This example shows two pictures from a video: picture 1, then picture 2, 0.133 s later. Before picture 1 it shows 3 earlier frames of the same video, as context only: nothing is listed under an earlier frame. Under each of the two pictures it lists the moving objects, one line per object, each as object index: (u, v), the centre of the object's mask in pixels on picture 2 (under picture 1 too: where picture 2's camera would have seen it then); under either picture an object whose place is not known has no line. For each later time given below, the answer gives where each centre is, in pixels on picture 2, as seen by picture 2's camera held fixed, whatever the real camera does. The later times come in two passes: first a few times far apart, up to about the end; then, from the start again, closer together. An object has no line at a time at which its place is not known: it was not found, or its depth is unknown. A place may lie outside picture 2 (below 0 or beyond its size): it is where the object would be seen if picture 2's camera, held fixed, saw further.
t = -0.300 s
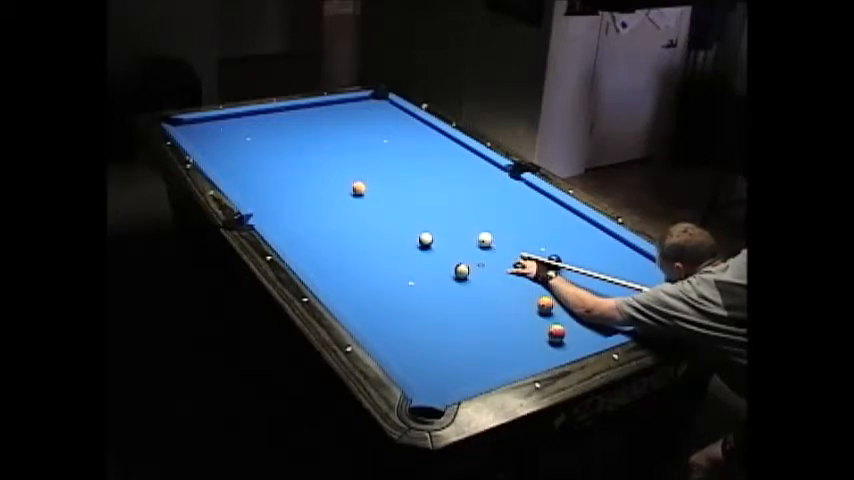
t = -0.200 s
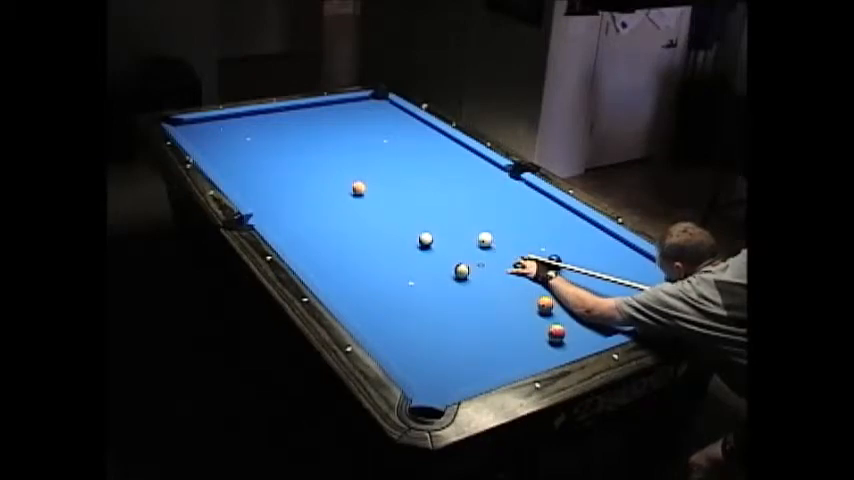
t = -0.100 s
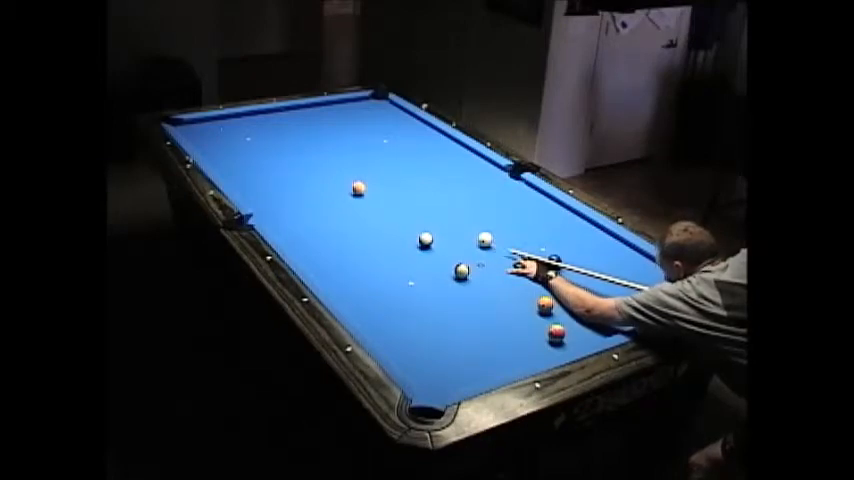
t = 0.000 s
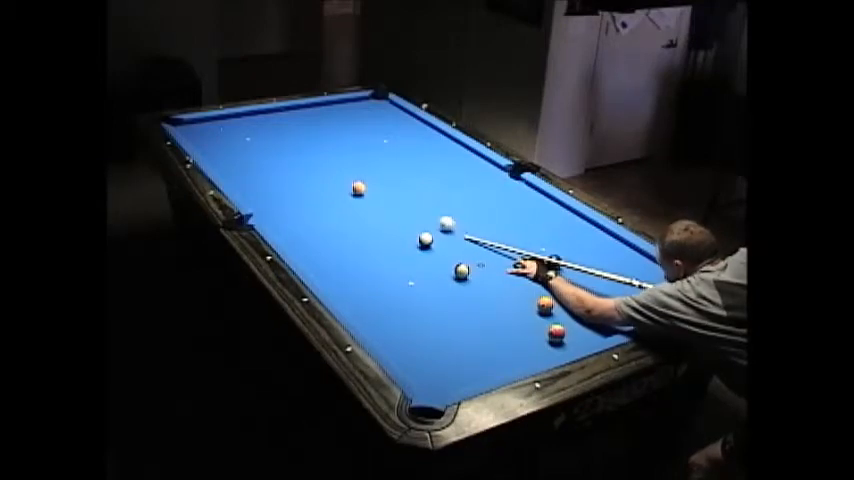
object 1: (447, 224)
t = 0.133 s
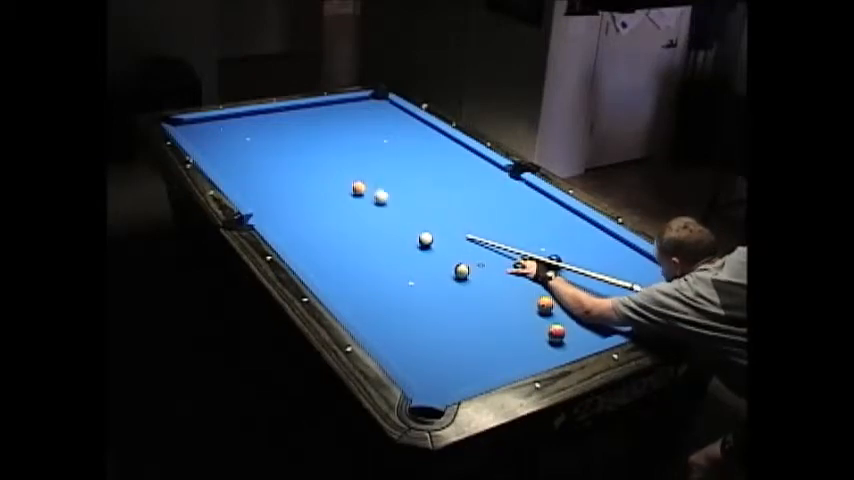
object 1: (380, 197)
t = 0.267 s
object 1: (372, 191)
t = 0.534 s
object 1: (386, 192)
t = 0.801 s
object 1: (397, 193)
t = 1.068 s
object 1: (407, 193)
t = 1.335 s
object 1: (416, 194)
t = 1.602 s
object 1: (424, 194)
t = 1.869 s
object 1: (431, 194)
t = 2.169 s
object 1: (436, 195)
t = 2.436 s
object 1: (440, 195)
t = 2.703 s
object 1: (442, 195)
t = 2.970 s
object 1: (443, 195)
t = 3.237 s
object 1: (443, 195)
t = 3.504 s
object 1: (443, 195)
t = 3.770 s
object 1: (443, 195)
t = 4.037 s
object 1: (443, 195)
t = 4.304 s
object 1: (443, 195)
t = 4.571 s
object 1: (443, 195)
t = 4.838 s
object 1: (443, 195)
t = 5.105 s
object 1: (443, 195)
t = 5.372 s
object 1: (443, 195)
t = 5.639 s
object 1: (443, 195)
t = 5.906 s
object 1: (443, 195)
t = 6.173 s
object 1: (443, 195)
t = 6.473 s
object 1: (443, 195)
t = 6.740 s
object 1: (443, 195)
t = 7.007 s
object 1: (443, 195)
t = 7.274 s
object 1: (443, 195)
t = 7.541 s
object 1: (443, 195)
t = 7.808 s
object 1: (443, 195)
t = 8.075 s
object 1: (443, 195)
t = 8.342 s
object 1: (443, 195)
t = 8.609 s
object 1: (443, 195)
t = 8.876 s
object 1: (443, 195)
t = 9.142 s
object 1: (443, 195)
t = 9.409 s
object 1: (443, 195)
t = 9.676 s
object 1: (443, 195)
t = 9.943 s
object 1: (442, 195)
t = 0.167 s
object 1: (368, 192)
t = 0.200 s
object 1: (370, 192)
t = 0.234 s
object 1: (371, 192)
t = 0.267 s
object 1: (372, 191)
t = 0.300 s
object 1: (374, 192)
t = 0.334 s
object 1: (376, 192)
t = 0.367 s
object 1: (377, 192)
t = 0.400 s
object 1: (379, 192)
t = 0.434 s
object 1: (381, 192)
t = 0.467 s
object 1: (382, 192)
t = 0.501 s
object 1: (384, 192)
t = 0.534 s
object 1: (386, 192)
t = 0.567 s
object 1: (387, 192)
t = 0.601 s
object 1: (389, 192)
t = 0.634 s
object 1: (390, 193)
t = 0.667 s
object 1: (391, 193)
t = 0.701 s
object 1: (393, 193)
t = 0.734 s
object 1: (394, 193)
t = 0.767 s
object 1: (395, 193)
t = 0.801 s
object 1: (397, 193)
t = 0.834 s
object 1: (398, 193)
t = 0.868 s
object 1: (399, 193)
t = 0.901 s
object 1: (401, 193)
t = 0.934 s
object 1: (402, 193)
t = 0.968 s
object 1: (404, 193)
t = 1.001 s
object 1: (405, 193)
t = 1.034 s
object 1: (407, 193)
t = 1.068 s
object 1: (407, 193)
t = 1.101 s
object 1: (408, 193)
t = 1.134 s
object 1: (410, 194)
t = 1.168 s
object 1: (411, 194)
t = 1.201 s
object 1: (412, 194)
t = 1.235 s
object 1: (413, 194)
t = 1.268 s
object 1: (414, 194)
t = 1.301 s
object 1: (415, 194)
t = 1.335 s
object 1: (416, 194)
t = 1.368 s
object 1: (417, 194)
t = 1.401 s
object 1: (418, 194)
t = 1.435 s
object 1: (419, 194)
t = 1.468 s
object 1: (420, 194)
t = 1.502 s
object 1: (421, 194)
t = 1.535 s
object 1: (422, 194)
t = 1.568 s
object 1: (423, 194)
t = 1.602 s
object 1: (424, 194)
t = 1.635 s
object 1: (425, 194)
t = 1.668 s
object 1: (425, 194)
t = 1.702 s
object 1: (427, 194)
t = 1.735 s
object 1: (427, 194)
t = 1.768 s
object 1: (428, 194)
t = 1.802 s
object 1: (429, 195)
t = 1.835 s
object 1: (430, 194)
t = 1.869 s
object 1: (431, 194)
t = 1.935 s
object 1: (431, 194)
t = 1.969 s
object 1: (432, 194)
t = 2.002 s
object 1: (432, 194)
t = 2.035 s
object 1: (434, 194)
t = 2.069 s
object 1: (434, 195)
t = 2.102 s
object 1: (435, 194)
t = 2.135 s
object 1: (435, 194)
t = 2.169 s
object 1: (436, 195)
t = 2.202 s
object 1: (436, 195)
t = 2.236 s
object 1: (437, 195)
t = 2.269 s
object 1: (437, 195)
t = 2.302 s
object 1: (438, 195)
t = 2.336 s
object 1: (438, 195)
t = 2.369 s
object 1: (439, 195)
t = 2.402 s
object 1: (439, 195)
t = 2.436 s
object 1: (440, 195)
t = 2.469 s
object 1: (440, 195)
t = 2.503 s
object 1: (440, 195)
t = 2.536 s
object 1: (440, 195)
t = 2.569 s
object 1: (441, 195)
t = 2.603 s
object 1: (441, 195)
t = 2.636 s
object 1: (441, 195)
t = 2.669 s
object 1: (441, 195)
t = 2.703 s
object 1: (442, 195)
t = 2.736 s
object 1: (442, 195)
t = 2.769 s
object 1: (442, 195)
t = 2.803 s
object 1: (443, 195)
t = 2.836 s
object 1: (443, 195)
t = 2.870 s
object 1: (443, 195)
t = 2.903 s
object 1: (443, 195)
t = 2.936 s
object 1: (443, 195)
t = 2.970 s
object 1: (443, 195)
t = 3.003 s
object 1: (443, 195)
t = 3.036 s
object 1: (443, 195)
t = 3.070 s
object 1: (443, 195)
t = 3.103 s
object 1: (443, 195)
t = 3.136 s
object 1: (443, 195)
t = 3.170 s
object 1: (443, 195)
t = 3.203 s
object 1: (443, 195)
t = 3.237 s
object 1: (443, 195)
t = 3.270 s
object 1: (443, 195)
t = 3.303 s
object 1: (443, 195)
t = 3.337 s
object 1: (443, 195)
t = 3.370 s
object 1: (443, 195)
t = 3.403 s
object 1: (443, 195)
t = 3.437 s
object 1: (443, 195)
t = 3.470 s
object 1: (443, 195)
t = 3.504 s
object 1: (443, 195)
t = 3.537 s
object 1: (443, 195)
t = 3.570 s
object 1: (443, 195)
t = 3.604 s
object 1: (443, 195)
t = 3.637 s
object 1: (443, 195)
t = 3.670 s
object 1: (443, 195)
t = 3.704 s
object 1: (443, 195)
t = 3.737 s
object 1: (443, 195)
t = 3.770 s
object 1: (443, 195)
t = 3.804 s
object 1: (443, 195)
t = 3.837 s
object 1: (443, 195)
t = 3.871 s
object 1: (443, 195)
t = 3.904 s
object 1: (443, 195)
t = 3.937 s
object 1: (443, 195)
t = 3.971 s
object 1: (443, 195)
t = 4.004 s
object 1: (443, 195)
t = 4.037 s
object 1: (443, 195)
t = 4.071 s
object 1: (443, 195)
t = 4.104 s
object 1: (443, 195)
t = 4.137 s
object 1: (443, 195)
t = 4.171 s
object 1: (443, 195)
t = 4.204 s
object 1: (443, 195)
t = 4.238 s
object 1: (443, 195)
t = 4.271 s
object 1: (443, 195)
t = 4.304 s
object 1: (443, 195)
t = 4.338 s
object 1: (443, 195)
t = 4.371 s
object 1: (443, 195)
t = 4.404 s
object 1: (443, 195)
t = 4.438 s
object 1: (443, 195)
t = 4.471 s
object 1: (443, 195)
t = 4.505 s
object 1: (443, 195)
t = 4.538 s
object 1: (443, 195)
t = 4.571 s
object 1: (443, 195)
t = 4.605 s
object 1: (443, 195)
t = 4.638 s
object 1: (443, 195)
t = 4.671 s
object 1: (443, 195)
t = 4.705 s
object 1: (443, 195)
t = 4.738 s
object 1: (443, 195)
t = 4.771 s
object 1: (443, 195)
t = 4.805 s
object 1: (443, 195)
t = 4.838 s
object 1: (443, 195)
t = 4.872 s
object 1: (443, 195)
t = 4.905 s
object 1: (443, 195)
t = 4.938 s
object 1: (443, 195)
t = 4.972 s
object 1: (443, 195)
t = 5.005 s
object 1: (443, 195)
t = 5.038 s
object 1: (443, 195)
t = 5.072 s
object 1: (443, 195)
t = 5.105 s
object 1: (443, 195)
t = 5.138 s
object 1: (443, 195)
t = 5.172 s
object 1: (443, 195)
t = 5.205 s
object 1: (443, 195)
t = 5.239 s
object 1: (443, 195)
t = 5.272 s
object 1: (443, 195)
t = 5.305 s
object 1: (443, 195)
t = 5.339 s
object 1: (443, 195)
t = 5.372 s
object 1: (443, 195)
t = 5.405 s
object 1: (443, 195)
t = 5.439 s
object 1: (443, 195)
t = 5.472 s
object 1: (443, 195)
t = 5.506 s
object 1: (443, 195)
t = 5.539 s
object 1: (443, 195)
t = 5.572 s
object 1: (443, 195)
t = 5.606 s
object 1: (443, 195)
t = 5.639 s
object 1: (443, 195)
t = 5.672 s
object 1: (443, 195)
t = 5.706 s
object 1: (443, 195)
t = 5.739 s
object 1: (443, 195)
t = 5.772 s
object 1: (443, 195)
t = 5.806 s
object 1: (443, 195)
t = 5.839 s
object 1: (443, 195)
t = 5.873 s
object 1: (443, 195)
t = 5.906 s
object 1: (443, 195)
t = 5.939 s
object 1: (443, 195)
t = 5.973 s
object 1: (443, 195)
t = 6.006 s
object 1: (443, 195)
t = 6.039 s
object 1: (443, 195)
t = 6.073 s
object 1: (443, 195)
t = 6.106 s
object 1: (443, 195)
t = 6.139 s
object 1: (443, 195)
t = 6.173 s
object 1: (443, 195)
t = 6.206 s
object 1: (443, 195)
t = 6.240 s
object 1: (443, 195)
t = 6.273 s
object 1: (443, 195)
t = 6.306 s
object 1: (443, 195)
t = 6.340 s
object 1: (443, 195)
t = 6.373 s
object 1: (443, 195)
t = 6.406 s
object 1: (443, 195)
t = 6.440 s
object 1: (443, 195)
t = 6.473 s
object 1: (443, 195)
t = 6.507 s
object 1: (443, 195)
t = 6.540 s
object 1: (443, 195)
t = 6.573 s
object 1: (443, 195)
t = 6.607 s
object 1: (443, 195)
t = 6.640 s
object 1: (443, 195)
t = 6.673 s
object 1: (443, 195)
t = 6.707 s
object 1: (443, 195)
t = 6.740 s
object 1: (443, 195)
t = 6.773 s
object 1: (443, 195)
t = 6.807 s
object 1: (443, 195)
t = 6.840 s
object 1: (443, 195)
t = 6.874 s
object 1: (443, 195)
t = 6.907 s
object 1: (443, 195)
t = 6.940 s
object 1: (443, 195)
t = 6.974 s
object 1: (443, 195)
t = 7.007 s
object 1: (443, 195)
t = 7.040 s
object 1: (443, 195)
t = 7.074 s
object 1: (443, 195)
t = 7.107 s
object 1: (443, 195)
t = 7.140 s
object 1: (443, 195)
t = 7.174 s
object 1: (443, 195)
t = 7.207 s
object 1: (443, 195)
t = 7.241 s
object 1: (443, 195)
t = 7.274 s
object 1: (443, 195)
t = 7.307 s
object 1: (443, 195)
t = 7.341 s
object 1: (443, 195)
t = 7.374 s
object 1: (443, 195)
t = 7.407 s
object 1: (443, 195)
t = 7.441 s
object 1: (443, 195)
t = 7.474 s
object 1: (443, 195)
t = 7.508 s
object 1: (443, 195)
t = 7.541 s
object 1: (443, 195)
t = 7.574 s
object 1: (443, 195)
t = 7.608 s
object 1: (443, 195)
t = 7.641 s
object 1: (443, 195)
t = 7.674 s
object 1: (443, 195)
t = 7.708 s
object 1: (443, 195)
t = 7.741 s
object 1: (443, 195)
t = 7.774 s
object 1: (443, 195)
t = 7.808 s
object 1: (443, 195)
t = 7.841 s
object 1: (443, 195)
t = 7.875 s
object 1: (443, 195)
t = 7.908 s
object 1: (443, 195)
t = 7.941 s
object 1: (443, 195)
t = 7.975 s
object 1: (443, 195)
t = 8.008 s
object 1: (443, 195)
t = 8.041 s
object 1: (443, 195)
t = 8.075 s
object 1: (443, 195)
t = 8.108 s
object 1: (443, 195)
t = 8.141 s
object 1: (443, 195)
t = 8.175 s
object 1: (443, 195)
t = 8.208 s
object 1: (443, 195)
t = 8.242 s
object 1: (443, 195)
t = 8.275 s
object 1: (443, 195)
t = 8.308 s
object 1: (443, 195)
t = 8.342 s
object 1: (443, 195)
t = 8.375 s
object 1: (443, 195)
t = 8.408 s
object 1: (443, 195)
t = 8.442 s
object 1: (443, 195)
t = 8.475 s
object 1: (443, 195)
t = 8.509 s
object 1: (443, 195)
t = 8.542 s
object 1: (443, 195)
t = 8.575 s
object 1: (443, 195)
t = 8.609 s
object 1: (443, 195)
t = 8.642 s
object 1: (443, 195)
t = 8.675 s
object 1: (443, 195)
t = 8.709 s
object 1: (443, 195)
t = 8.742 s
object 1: (443, 195)
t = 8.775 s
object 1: (443, 195)
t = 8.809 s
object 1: (443, 195)
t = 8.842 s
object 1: (443, 195)
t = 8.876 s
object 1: (443, 195)
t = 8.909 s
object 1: (443, 195)
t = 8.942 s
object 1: (443, 195)
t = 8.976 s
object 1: (443, 195)
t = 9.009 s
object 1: (443, 195)
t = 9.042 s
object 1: (443, 195)
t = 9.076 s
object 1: (442, 195)
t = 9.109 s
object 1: (443, 195)
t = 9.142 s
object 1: (443, 195)
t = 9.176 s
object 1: (442, 195)
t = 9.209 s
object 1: (443, 195)
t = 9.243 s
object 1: (443, 195)
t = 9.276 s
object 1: (443, 195)
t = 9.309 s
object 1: (443, 195)
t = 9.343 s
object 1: (442, 195)
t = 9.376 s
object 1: (442, 195)
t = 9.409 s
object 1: (443, 195)
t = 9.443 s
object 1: (442, 195)
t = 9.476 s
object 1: (443, 195)
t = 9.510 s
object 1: (443, 195)
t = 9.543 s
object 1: (443, 195)
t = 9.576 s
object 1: (443, 195)
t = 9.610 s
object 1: (443, 195)
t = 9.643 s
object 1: (443, 195)
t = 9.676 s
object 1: (443, 195)
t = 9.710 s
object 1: (443, 195)
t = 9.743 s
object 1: (443, 195)
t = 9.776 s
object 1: (443, 195)
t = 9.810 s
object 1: (443, 195)
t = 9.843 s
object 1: (443, 195)
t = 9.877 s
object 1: (443, 195)
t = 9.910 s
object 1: (443, 195)
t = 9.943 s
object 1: (442, 195)
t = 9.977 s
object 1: (443, 195)
